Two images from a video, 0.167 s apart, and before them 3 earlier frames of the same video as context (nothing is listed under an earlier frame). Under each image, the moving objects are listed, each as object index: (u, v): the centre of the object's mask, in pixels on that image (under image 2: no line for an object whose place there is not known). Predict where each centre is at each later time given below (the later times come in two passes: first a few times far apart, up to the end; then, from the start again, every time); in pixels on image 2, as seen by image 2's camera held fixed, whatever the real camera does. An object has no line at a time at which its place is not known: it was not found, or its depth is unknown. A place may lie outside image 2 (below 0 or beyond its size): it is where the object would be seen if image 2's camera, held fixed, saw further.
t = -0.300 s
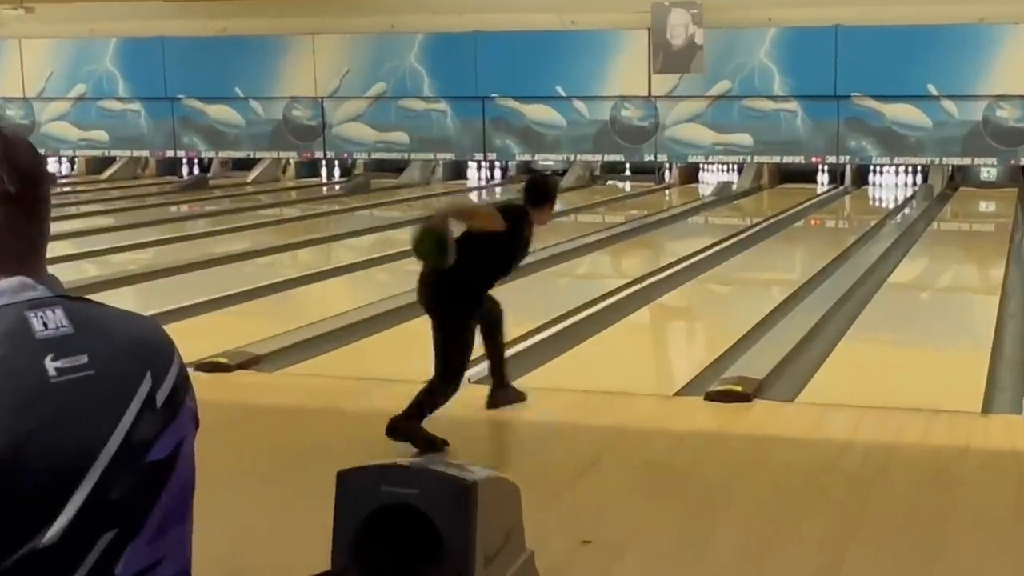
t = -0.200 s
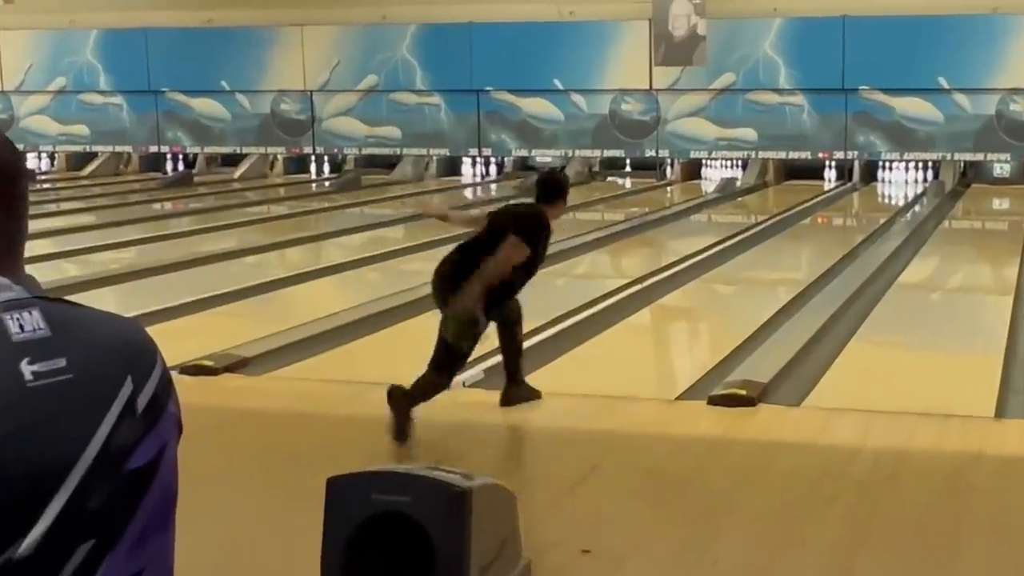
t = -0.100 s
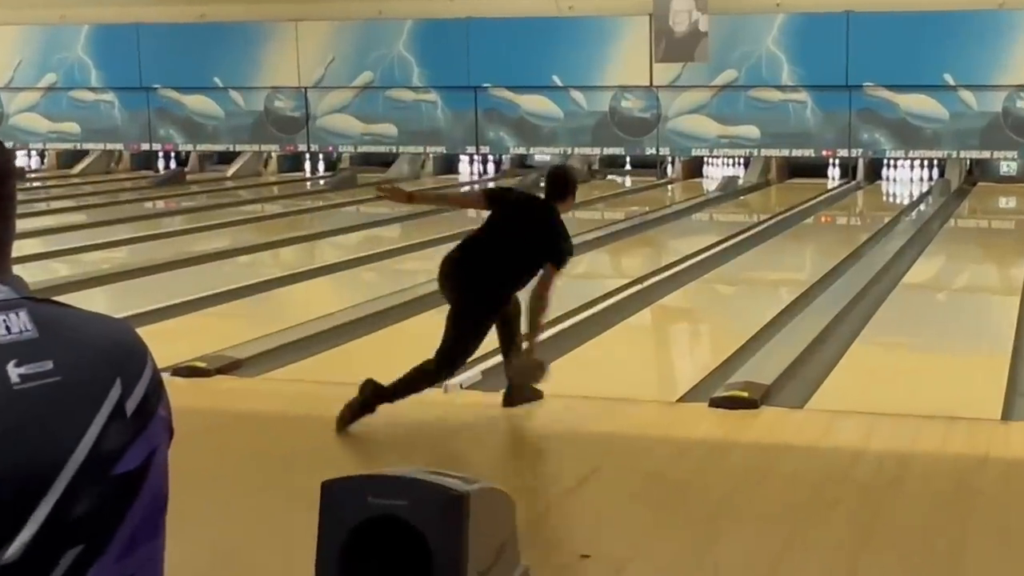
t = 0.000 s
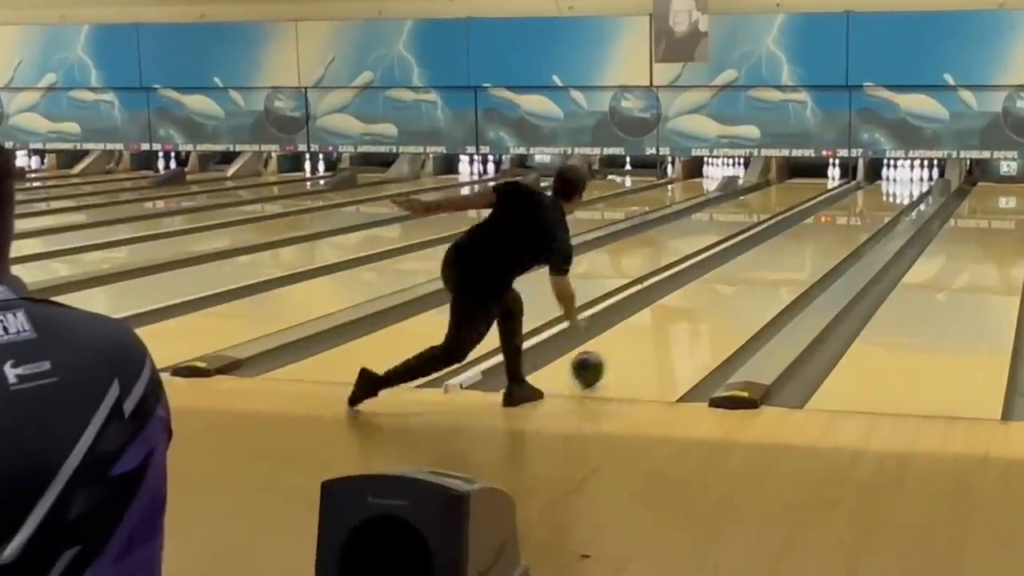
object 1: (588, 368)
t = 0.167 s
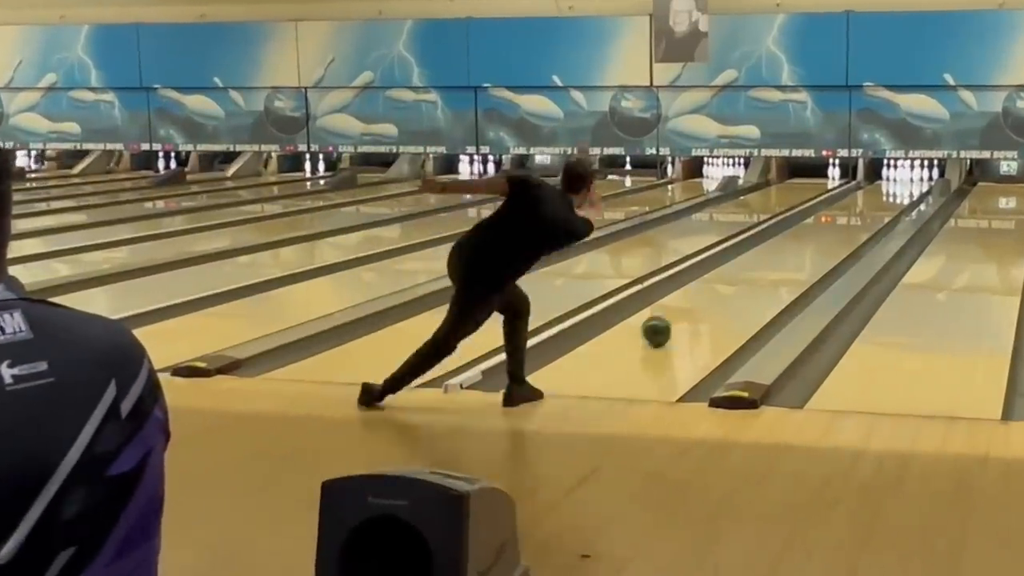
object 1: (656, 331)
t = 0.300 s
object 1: (699, 306)
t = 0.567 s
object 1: (764, 270)
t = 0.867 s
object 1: (816, 242)
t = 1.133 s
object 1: (850, 223)
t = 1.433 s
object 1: (878, 207)
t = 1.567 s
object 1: (888, 199)
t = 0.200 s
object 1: (667, 324)
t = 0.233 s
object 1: (678, 318)
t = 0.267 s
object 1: (689, 312)
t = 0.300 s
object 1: (699, 306)
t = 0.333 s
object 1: (708, 301)
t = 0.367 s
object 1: (717, 295)
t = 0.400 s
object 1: (726, 291)
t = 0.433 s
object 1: (735, 286)
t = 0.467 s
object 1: (742, 282)
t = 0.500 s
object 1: (750, 278)
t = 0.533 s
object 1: (757, 274)
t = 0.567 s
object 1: (764, 270)
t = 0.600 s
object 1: (771, 266)
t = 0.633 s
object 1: (777, 262)
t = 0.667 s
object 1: (783, 259)
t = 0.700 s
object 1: (789, 256)
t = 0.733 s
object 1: (795, 253)
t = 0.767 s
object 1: (800, 250)
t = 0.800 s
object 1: (805, 247)
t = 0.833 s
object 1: (811, 245)
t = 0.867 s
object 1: (816, 242)
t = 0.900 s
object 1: (820, 239)
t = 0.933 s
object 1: (825, 236)
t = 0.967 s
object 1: (829, 234)
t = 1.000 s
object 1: (834, 232)
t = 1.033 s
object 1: (838, 230)
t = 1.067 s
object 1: (841, 227)
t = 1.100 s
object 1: (846, 225)
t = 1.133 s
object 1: (850, 223)
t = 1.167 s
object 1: (852, 221)
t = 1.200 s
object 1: (856, 219)
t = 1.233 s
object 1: (860, 217)
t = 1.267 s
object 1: (863, 215)
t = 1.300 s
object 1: (866, 213)
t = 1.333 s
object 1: (869, 211)
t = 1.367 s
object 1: (872, 210)
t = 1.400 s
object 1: (875, 208)
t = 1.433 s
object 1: (878, 207)
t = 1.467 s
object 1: (880, 205)
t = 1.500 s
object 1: (883, 203)
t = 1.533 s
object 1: (885, 202)
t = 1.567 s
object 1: (888, 199)
